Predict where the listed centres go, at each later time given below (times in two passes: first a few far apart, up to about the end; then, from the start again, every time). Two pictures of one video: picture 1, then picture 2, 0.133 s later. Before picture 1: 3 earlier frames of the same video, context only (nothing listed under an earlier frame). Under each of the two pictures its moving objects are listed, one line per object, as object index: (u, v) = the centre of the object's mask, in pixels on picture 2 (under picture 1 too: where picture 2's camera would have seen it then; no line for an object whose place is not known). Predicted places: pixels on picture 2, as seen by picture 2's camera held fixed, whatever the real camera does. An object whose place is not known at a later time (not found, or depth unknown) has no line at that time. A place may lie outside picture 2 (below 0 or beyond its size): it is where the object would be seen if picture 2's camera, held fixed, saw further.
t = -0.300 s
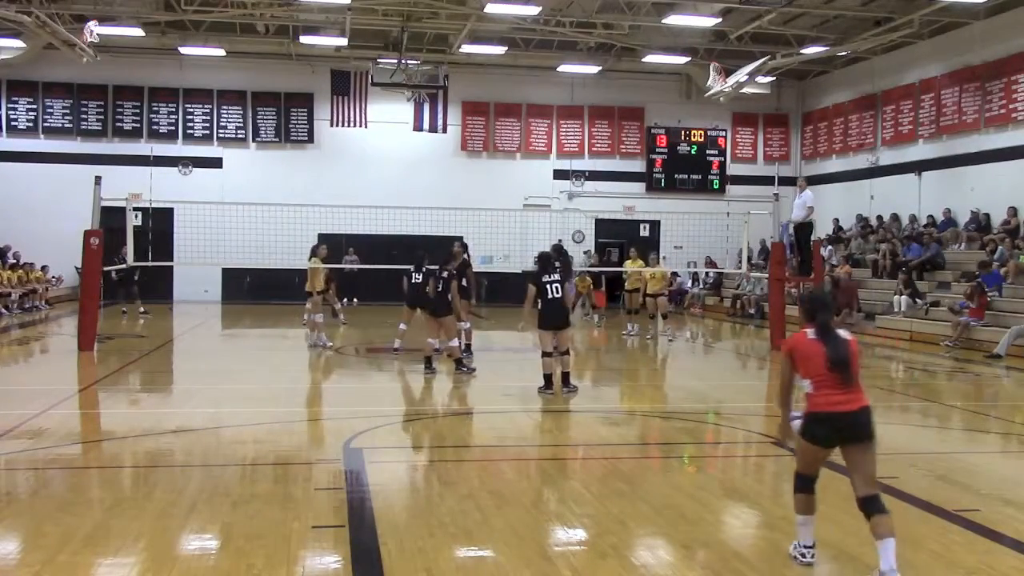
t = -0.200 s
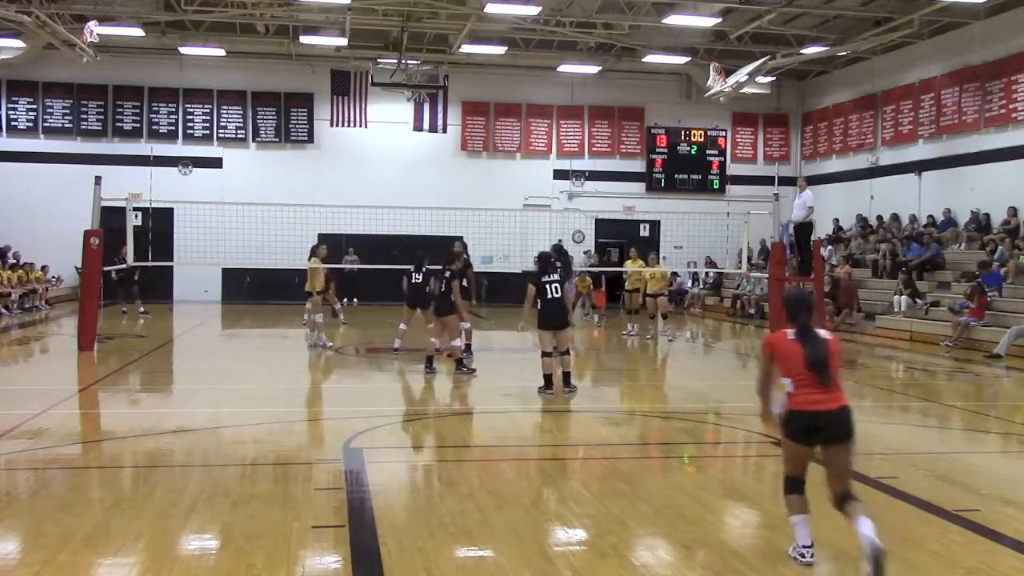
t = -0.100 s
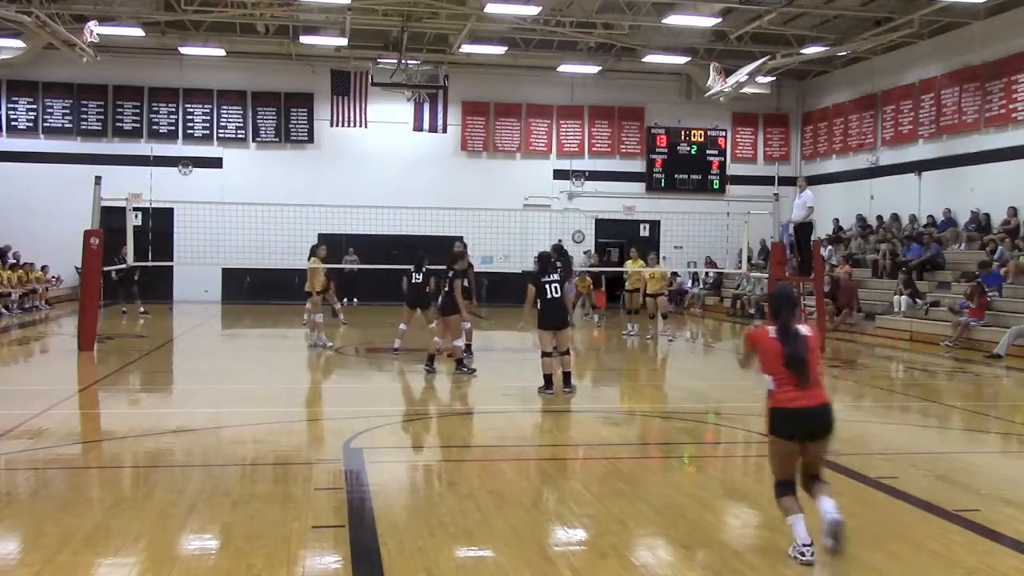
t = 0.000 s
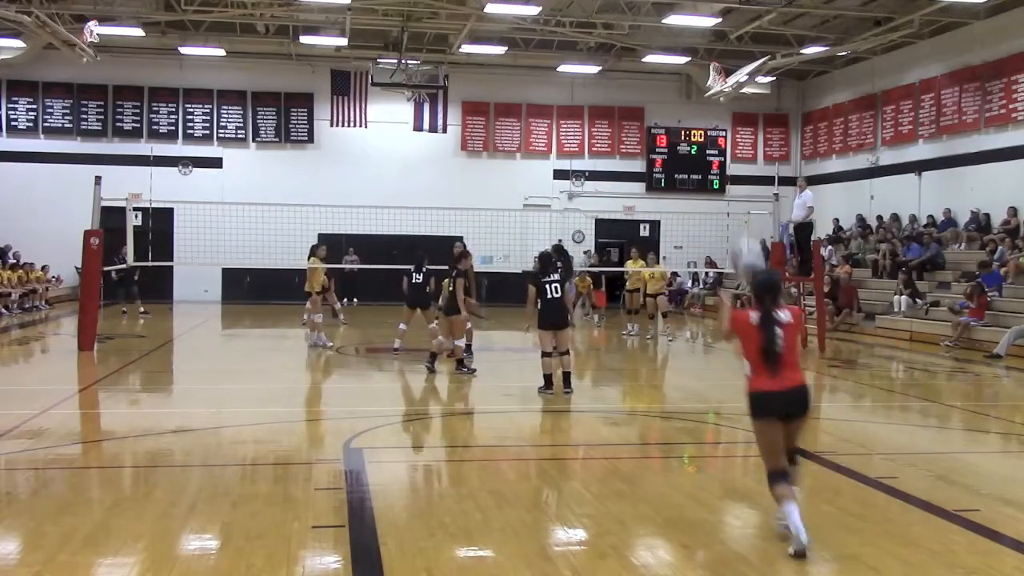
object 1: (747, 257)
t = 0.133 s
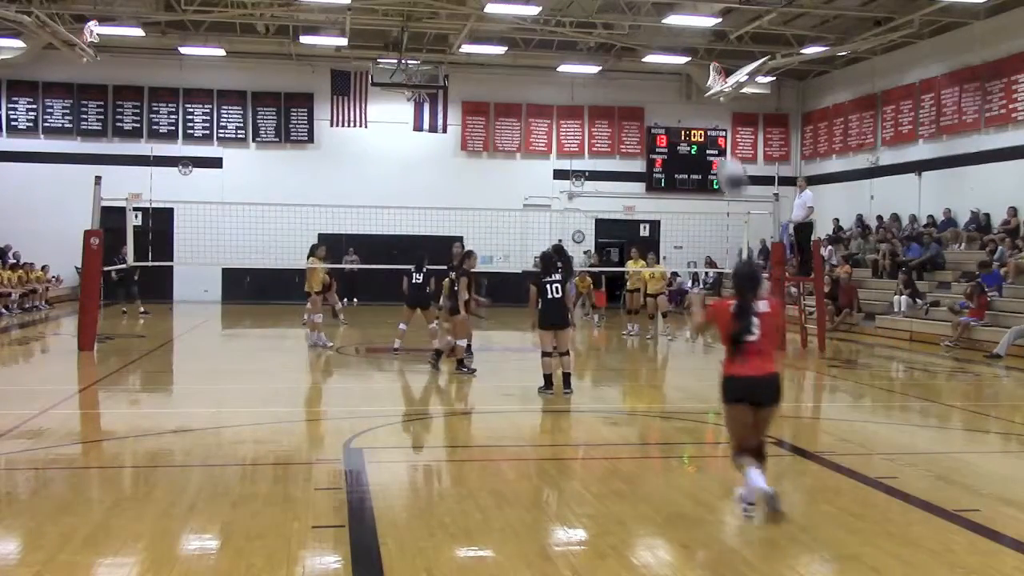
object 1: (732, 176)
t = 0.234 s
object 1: (716, 133)
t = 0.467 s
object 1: (687, 100)
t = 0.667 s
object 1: (661, 134)
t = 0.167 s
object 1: (726, 162)
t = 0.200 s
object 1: (720, 144)
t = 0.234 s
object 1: (716, 133)
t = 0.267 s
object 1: (713, 123)
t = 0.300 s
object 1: (707, 115)
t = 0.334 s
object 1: (702, 110)
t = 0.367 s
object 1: (699, 104)
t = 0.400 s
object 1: (695, 101)
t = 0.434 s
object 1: (690, 100)
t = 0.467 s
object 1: (687, 100)
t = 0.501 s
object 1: (682, 101)
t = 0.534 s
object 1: (678, 105)
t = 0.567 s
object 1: (674, 111)
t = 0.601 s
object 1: (670, 117)
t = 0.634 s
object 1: (665, 124)
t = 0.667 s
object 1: (661, 134)
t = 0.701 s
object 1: (657, 144)
